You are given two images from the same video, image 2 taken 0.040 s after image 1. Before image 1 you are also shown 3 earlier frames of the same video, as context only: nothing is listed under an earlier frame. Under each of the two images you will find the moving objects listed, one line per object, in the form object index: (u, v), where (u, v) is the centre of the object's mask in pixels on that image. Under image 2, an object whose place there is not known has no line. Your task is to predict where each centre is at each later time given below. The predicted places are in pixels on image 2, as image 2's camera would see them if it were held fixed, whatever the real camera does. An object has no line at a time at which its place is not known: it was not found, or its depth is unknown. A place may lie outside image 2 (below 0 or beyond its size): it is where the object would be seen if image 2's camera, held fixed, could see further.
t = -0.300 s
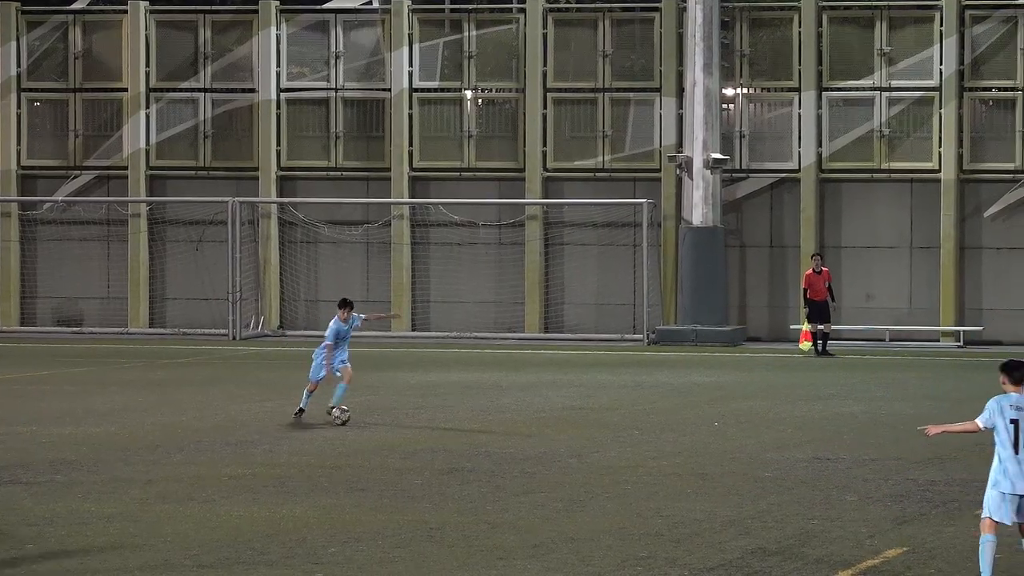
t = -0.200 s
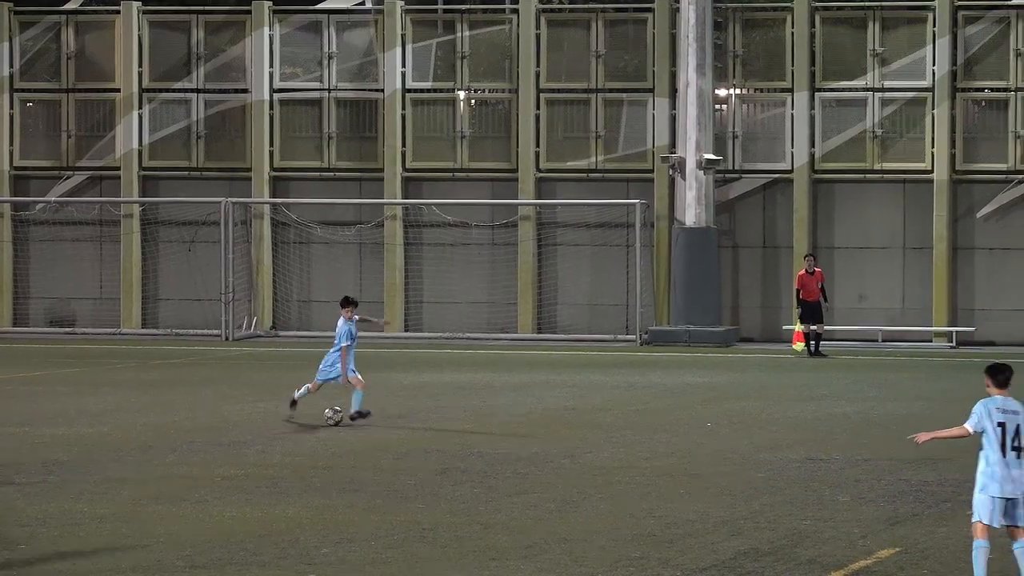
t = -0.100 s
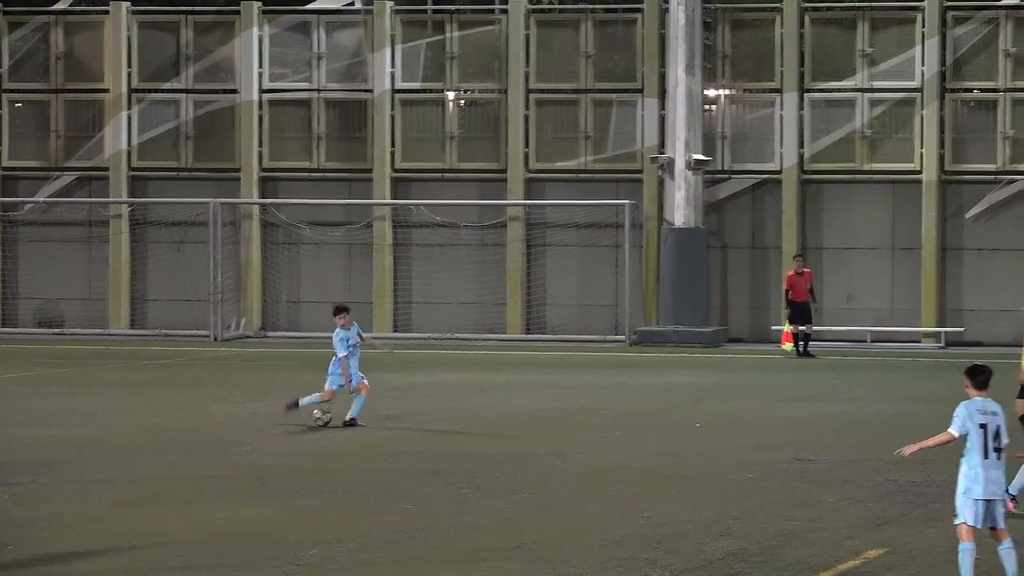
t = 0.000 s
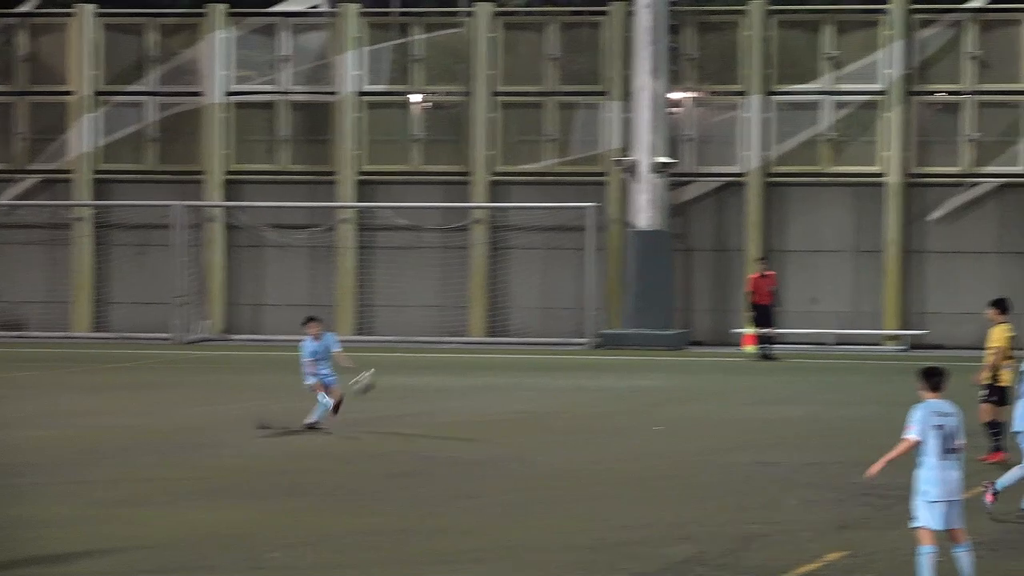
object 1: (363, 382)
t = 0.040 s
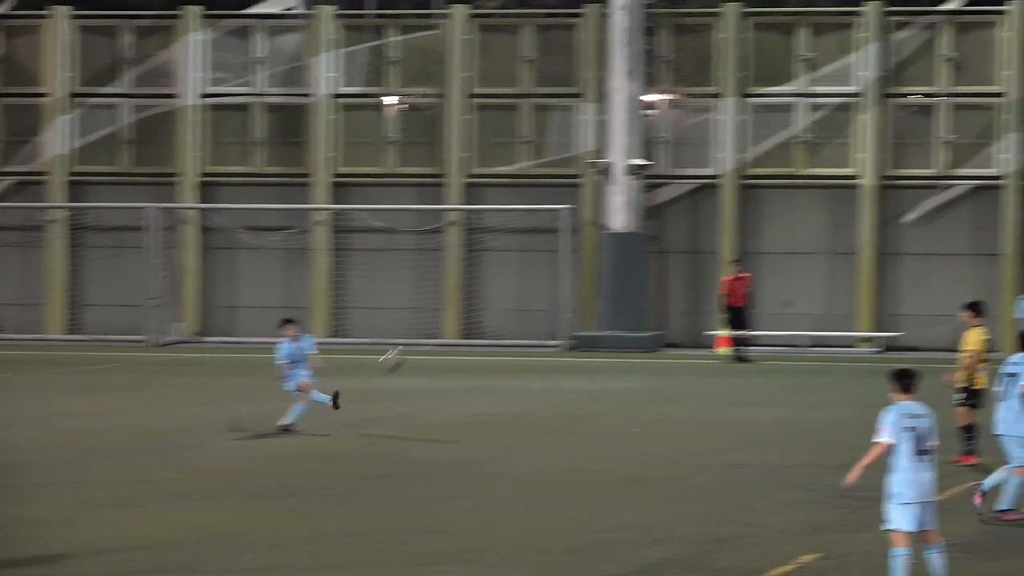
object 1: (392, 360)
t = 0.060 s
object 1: (419, 348)
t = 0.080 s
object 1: (447, 335)
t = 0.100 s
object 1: (473, 324)
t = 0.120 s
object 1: (501, 311)
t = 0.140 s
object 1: (528, 300)
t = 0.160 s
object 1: (555, 288)
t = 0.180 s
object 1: (581, 276)
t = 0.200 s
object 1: (609, 264)
